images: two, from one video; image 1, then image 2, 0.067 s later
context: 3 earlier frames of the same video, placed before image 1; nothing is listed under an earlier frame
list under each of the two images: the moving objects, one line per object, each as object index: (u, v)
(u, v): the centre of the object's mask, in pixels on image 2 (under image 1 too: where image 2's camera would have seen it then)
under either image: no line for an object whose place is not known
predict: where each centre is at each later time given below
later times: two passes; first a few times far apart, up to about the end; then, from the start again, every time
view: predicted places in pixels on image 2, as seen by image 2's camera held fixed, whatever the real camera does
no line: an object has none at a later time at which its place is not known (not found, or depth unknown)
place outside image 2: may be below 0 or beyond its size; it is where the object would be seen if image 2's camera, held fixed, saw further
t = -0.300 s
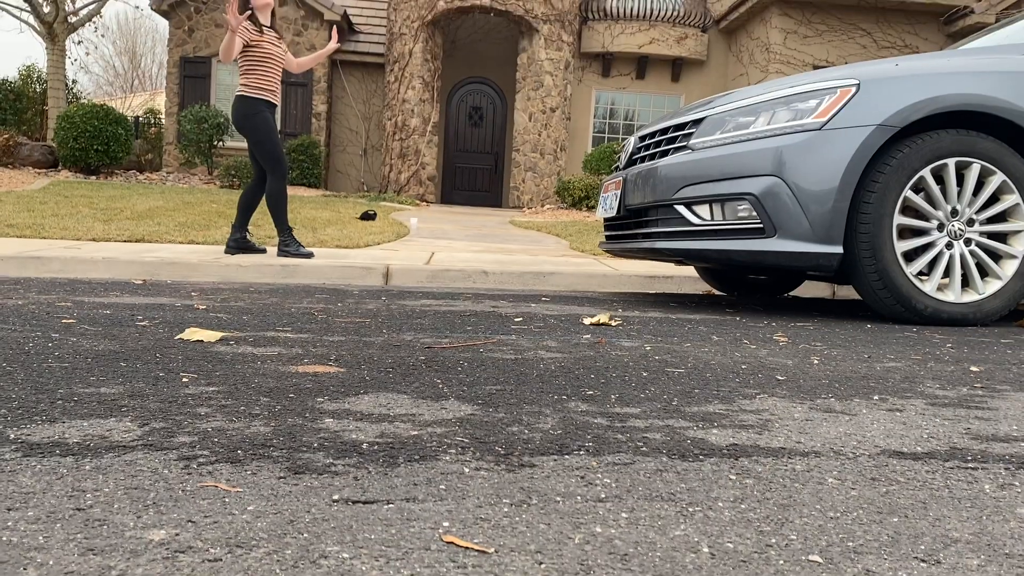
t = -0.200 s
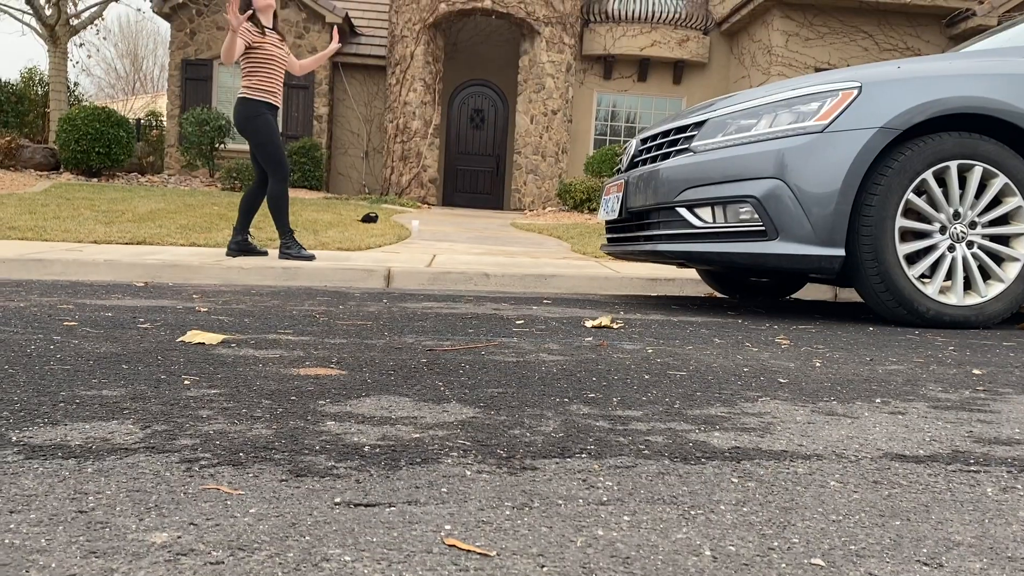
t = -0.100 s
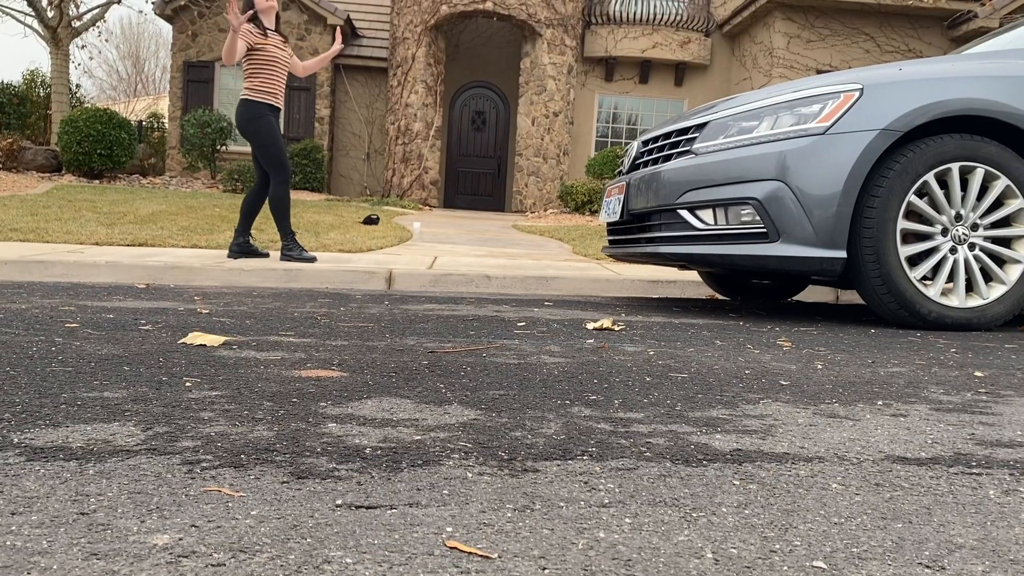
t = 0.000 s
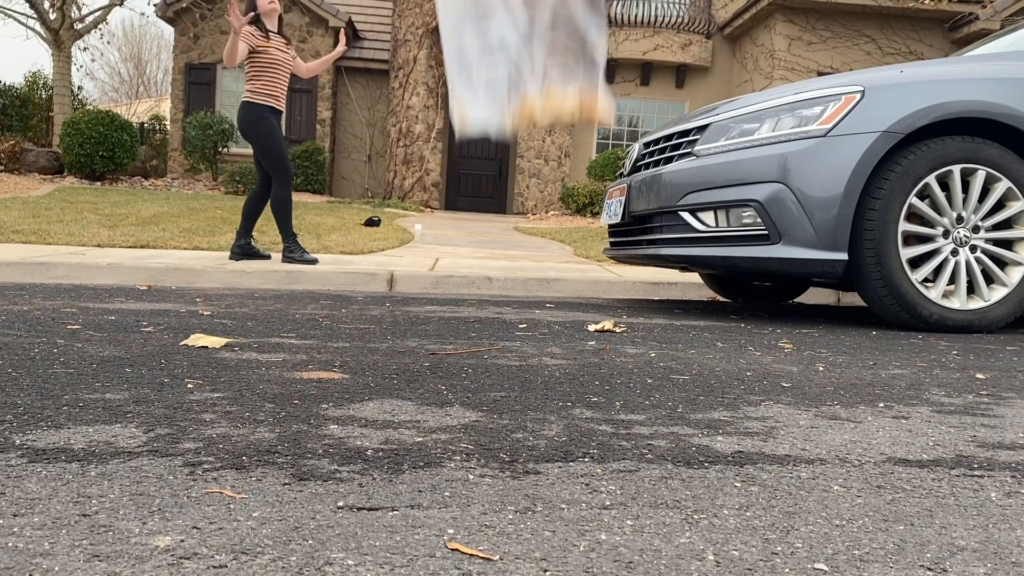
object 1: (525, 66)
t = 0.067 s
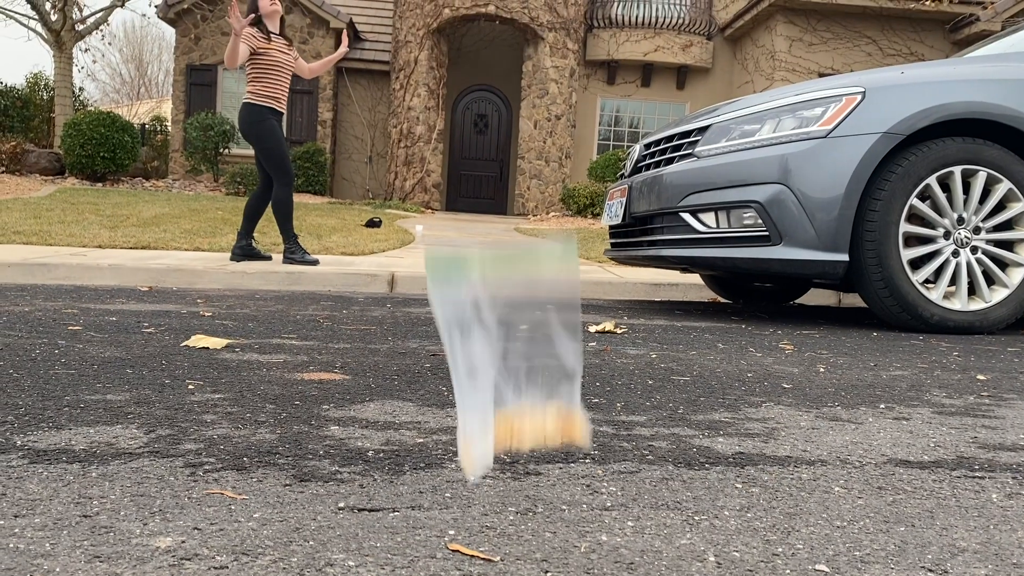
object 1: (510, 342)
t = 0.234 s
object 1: (476, 467)
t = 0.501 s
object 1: (464, 495)
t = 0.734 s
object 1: (458, 507)
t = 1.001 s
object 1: (459, 507)
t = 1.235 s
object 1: (459, 507)
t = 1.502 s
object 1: (459, 508)
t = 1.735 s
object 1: (460, 508)
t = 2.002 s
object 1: (460, 509)
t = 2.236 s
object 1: (460, 509)
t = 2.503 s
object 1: (461, 509)
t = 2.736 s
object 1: (461, 509)
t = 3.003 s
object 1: (461, 509)
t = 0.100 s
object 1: (507, 471)
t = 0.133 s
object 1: (487, 476)
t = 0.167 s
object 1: (472, 469)
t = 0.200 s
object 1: (472, 464)
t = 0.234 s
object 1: (476, 467)
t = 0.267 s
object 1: (478, 474)
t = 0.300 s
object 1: (476, 479)
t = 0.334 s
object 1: (473, 482)
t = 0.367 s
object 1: (470, 484)
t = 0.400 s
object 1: (468, 487)
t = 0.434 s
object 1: (467, 490)
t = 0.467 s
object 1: (466, 492)
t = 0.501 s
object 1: (464, 495)
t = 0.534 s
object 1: (462, 498)
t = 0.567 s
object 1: (460, 502)
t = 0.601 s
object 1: (456, 506)
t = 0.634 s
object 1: (458, 506)
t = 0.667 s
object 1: (458, 506)
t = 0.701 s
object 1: (458, 506)
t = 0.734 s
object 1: (458, 507)
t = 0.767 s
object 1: (458, 507)
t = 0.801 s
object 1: (458, 507)
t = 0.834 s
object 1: (458, 507)
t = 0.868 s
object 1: (458, 507)
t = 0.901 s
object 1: (458, 507)
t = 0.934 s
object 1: (458, 507)
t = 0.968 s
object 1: (459, 507)
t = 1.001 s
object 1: (459, 507)
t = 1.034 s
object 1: (459, 507)
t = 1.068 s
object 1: (459, 507)
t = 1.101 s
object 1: (459, 507)
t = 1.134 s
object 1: (459, 507)
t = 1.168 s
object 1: (459, 507)
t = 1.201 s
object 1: (459, 507)
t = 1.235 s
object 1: (459, 507)
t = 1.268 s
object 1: (459, 508)
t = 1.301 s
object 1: (459, 508)
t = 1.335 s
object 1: (459, 508)
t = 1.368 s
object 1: (459, 508)
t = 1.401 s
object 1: (459, 508)
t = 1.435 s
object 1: (459, 508)
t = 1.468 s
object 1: (459, 508)
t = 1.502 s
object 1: (459, 508)
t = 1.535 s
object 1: (460, 508)
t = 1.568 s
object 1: (460, 508)
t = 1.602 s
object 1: (460, 508)
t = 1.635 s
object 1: (460, 508)
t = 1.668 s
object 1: (460, 508)
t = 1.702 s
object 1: (460, 508)
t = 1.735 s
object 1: (460, 508)
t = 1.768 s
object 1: (460, 508)
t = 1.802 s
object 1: (460, 508)
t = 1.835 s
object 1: (460, 508)
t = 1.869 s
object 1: (460, 508)
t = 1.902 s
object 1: (460, 508)
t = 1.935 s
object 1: (460, 508)
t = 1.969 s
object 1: (460, 509)
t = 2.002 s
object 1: (460, 509)
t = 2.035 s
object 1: (460, 509)
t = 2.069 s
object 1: (460, 509)
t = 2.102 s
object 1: (460, 509)
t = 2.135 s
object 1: (460, 509)
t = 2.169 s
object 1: (460, 509)
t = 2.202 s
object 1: (460, 509)
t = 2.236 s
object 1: (460, 509)
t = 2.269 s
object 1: (460, 509)
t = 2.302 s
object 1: (460, 509)
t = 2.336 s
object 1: (460, 509)
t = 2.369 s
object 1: (460, 509)
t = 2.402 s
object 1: (460, 509)
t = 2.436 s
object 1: (461, 509)
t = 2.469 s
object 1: (461, 509)
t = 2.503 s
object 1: (461, 509)
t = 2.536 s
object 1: (461, 509)
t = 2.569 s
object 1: (461, 509)
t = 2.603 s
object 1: (461, 509)
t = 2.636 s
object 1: (461, 509)
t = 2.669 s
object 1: (461, 509)
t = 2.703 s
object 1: (461, 509)
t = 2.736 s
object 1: (461, 509)
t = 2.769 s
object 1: (461, 509)
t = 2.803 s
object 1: (461, 509)
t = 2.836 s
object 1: (461, 509)
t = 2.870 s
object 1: (461, 509)
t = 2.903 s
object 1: (461, 509)
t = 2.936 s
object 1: (461, 509)
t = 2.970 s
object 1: (461, 509)
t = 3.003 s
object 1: (461, 509)
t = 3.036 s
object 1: (461, 509)
